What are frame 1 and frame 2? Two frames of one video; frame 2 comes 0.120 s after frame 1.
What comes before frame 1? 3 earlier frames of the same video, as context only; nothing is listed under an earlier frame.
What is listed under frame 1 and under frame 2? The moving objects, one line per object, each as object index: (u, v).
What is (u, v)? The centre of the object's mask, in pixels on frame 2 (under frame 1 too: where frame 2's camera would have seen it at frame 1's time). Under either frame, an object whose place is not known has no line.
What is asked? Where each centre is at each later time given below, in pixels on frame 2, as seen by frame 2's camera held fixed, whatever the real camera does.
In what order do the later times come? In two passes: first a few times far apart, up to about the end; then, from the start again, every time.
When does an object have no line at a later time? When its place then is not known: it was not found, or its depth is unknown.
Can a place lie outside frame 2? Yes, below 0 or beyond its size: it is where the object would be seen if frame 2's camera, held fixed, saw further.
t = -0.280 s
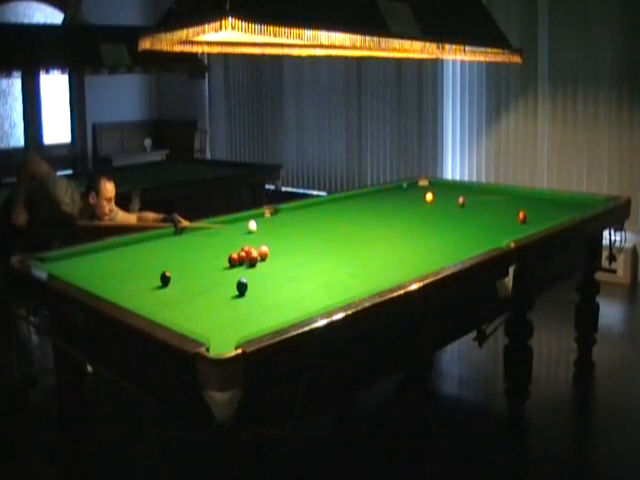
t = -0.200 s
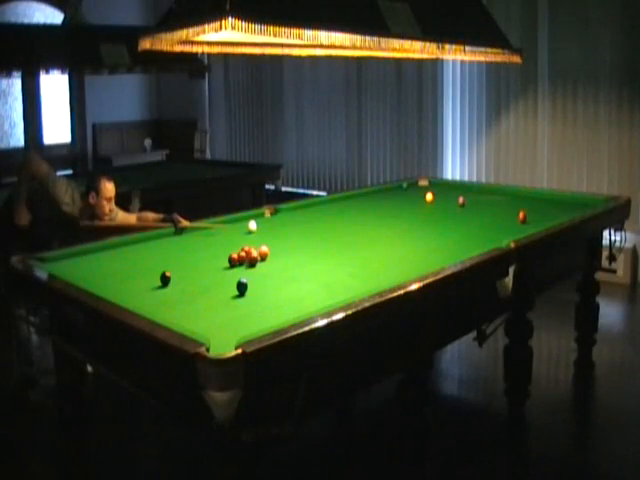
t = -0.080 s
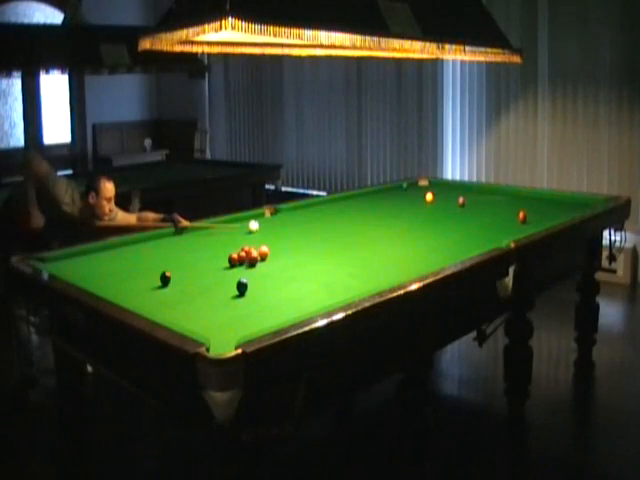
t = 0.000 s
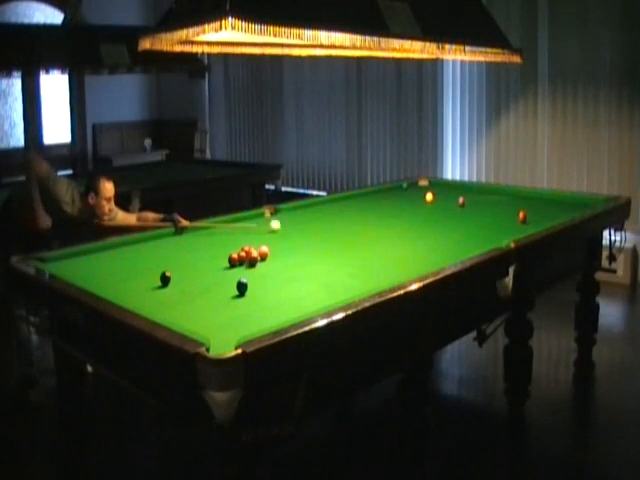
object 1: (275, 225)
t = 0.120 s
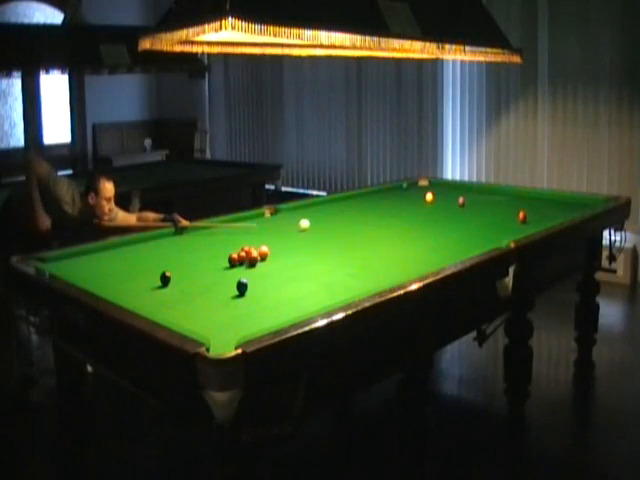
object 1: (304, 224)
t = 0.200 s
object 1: (323, 223)
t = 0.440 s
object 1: (380, 221)
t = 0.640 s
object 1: (426, 220)
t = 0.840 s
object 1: (470, 218)
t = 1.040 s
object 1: (514, 217)
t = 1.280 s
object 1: (541, 219)
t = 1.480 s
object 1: (542, 219)
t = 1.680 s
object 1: (529, 217)
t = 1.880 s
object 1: (517, 216)
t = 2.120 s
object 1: (503, 214)
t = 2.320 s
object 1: (492, 212)
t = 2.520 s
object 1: (482, 210)
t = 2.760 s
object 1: (472, 209)
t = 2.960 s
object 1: (463, 207)
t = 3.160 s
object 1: (456, 206)
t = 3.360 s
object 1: (448, 205)
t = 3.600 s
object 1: (440, 204)
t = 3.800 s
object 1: (435, 203)
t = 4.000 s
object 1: (429, 201)
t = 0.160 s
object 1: (314, 224)
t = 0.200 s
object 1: (323, 223)
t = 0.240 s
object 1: (333, 223)
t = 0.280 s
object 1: (342, 223)
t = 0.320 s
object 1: (351, 222)
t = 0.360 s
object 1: (361, 222)
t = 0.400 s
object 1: (371, 222)
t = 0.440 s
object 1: (380, 221)
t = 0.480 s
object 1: (389, 221)
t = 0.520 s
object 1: (398, 221)
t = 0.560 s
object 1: (407, 221)
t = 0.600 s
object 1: (417, 220)
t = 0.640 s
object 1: (426, 220)
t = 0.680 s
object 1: (435, 220)
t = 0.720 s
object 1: (444, 220)
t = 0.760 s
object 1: (453, 219)
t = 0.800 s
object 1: (462, 219)
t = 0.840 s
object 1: (470, 218)
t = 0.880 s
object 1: (479, 218)
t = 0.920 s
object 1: (488, 218)
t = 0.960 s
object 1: (496, 218)
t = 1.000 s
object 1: (505, 218)
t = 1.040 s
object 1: (514, 217)
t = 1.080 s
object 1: (519, 218)
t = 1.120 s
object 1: (523, 218)
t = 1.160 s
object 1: (528, 219)
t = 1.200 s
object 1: (533, 219)
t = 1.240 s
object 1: (537, 219)
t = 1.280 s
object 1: (541, 219)
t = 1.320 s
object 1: (546, 220)
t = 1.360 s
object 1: (551, 219)
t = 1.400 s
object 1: (548, 220)
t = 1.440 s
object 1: (545, 220)
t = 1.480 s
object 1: (542, 219)
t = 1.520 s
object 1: (539, 219)
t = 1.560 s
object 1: (537, 219)
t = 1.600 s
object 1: (534, 218)
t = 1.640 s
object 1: (531, 218)
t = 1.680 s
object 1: (529, 217)
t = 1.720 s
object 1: (526, 217)
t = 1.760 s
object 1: (524, 217)
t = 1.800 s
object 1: (521, 216)
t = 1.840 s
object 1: (519, 216)
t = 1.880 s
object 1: (517, 216)
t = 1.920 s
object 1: (515, 216)
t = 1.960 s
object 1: (512, 215)
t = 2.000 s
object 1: (510, 215)
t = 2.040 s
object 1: (507, 214)
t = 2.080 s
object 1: (505, 214)
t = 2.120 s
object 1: (503, 214)
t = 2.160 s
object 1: (501, 214)
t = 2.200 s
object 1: (499, 213)
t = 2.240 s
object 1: (496, 213)
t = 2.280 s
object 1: (495, 212)
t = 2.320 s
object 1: (492, 212)
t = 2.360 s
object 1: (490, 211)
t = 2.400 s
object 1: (488, 211)
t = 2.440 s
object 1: (486, 211)
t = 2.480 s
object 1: (484, 211)
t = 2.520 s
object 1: (482, 210)
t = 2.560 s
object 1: (481, 210)
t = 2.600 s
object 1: (479, 210)
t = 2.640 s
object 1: (477, 209)
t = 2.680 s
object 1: (475, 209)
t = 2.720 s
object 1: (473, 209)
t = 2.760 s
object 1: (472, 209)
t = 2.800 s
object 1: (470, 208)
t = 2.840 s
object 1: (468, 208)
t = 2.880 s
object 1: (466, 208)
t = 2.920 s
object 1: (465, 208)
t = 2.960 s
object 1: (463, 207)
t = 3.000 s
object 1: (462, 207)
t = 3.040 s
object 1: (460, 206)
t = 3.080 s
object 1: (459, 206)
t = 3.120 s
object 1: (457, 206)
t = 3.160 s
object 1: (456, 206)
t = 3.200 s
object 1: (454, 206)
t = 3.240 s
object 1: (453, 206)
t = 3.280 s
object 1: (451, 206)
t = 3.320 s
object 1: (450, 205)
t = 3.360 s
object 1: (448, 205)
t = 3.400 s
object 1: (447, 205)
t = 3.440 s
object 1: (446, 205)
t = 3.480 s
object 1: (444, 204)
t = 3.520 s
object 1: (443, 204)
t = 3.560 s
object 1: (442, 204)
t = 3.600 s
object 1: (440, 204)
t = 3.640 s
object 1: (439, 204)
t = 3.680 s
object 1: (438, 204)
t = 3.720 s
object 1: (437, 204)
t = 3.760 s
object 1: (436, 203)
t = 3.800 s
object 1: (435, 203)
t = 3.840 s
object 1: (433, 203)
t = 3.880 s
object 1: (432, 203)
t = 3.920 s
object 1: (431, 203)
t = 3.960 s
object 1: (430, 202)
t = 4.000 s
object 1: (429, 201)
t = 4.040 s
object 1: (428, 201)
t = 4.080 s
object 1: (428, 201)
